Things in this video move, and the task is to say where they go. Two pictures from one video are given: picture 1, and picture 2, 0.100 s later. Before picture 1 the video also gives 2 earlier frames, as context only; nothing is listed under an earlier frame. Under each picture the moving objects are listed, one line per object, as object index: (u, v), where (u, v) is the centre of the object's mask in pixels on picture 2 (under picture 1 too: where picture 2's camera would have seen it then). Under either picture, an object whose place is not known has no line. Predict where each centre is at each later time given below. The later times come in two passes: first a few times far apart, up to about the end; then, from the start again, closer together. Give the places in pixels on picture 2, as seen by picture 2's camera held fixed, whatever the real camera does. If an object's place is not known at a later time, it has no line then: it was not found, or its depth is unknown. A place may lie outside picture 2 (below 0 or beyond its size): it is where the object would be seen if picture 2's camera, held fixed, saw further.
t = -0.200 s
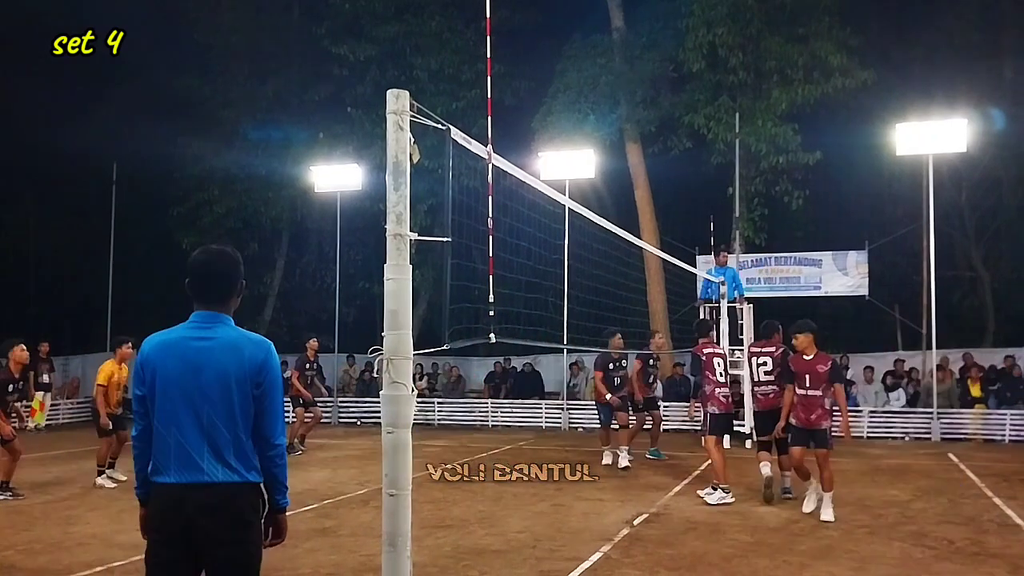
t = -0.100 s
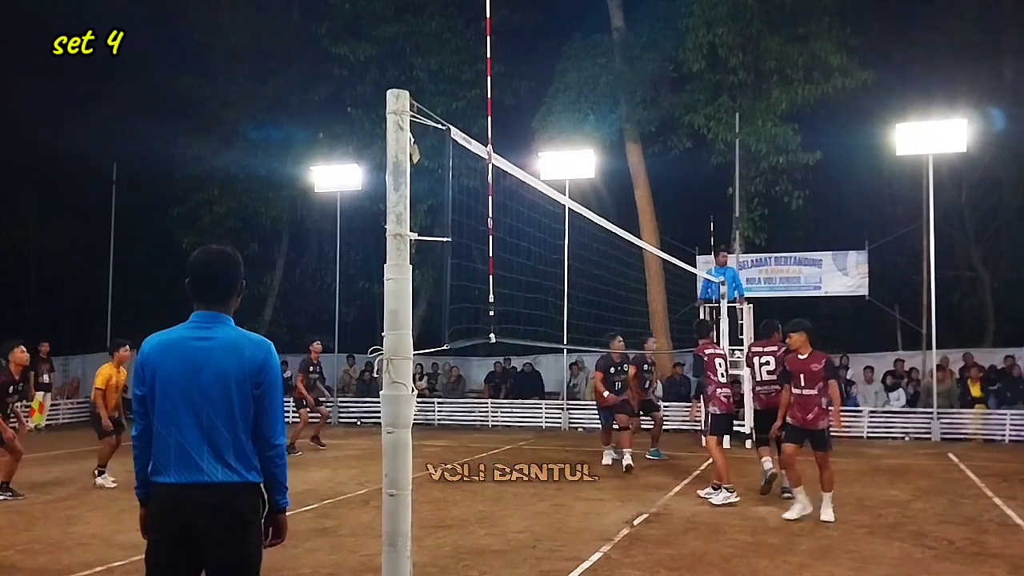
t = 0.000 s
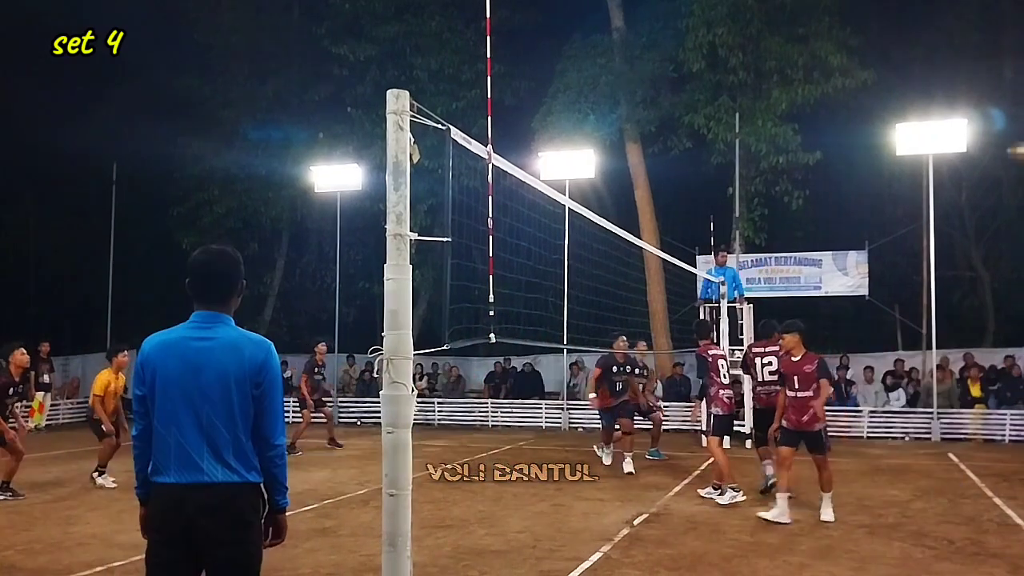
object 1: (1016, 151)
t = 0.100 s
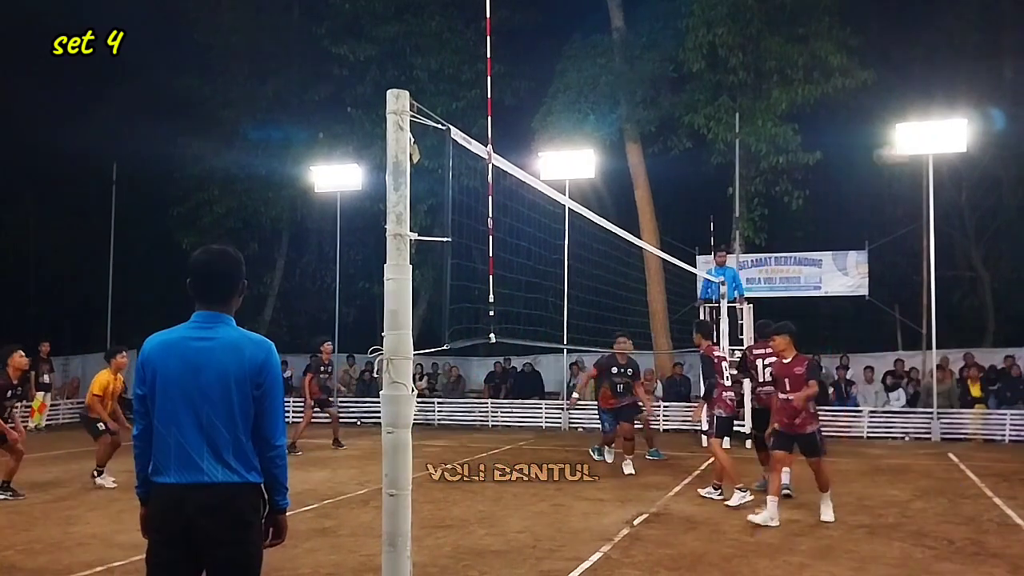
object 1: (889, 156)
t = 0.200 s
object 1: (764, 167)
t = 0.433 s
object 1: (471, 234)
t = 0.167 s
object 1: (810, 160)
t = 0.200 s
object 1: (764, 167)
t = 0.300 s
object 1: (635, 190)
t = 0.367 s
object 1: (550, 211)
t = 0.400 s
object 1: (510, 223)
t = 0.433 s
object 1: (471, 234)
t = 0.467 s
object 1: (428, 249)
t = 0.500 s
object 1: (378, 265)
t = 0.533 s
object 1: (351, 277)
